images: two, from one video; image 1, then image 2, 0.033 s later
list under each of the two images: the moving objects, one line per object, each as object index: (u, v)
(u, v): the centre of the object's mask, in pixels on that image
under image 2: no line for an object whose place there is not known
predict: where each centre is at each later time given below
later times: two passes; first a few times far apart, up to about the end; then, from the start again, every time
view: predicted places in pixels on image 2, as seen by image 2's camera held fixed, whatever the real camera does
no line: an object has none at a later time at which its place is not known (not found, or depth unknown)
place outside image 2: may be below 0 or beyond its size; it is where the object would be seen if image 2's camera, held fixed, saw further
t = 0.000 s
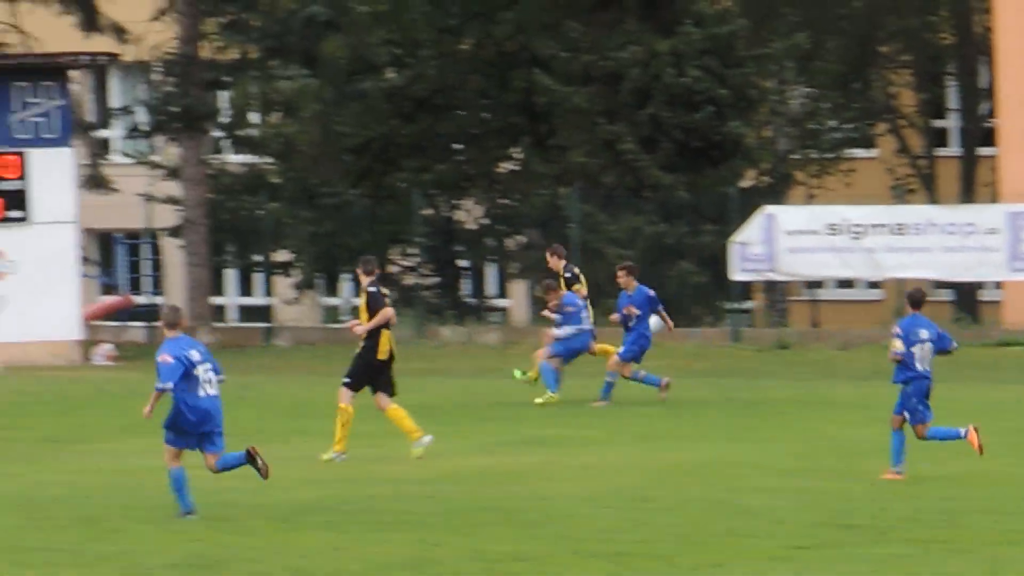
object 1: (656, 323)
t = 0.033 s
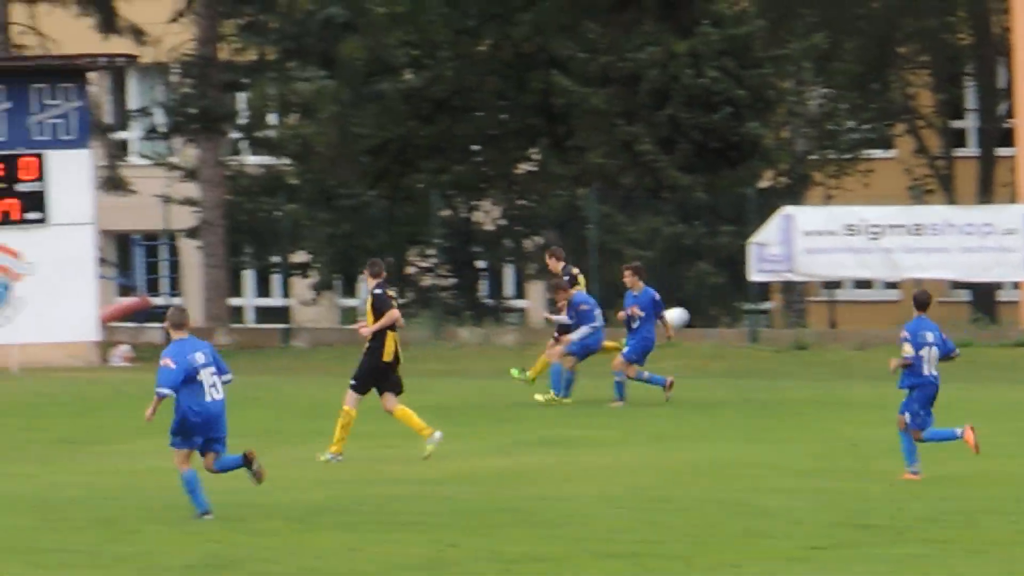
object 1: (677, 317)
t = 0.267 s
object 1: (730, 296)
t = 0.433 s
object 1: (770, 308)
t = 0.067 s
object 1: (682, 312)
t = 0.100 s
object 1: (690, 307)
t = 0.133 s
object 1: (698, 303)
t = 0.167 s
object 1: (706, 300)
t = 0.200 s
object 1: (714, 298)
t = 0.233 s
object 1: (723, 297)
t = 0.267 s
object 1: (730, 296)
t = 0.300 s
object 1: (737, 297)
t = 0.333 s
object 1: (744, 299)
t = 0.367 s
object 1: (753, 301)
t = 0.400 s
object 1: (758, 304)
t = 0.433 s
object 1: (770, 308)
